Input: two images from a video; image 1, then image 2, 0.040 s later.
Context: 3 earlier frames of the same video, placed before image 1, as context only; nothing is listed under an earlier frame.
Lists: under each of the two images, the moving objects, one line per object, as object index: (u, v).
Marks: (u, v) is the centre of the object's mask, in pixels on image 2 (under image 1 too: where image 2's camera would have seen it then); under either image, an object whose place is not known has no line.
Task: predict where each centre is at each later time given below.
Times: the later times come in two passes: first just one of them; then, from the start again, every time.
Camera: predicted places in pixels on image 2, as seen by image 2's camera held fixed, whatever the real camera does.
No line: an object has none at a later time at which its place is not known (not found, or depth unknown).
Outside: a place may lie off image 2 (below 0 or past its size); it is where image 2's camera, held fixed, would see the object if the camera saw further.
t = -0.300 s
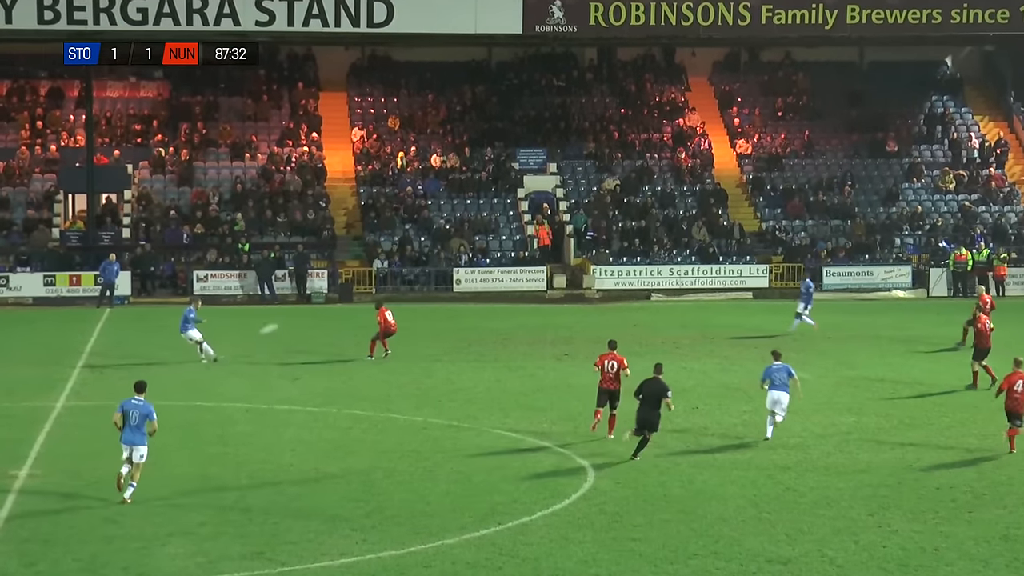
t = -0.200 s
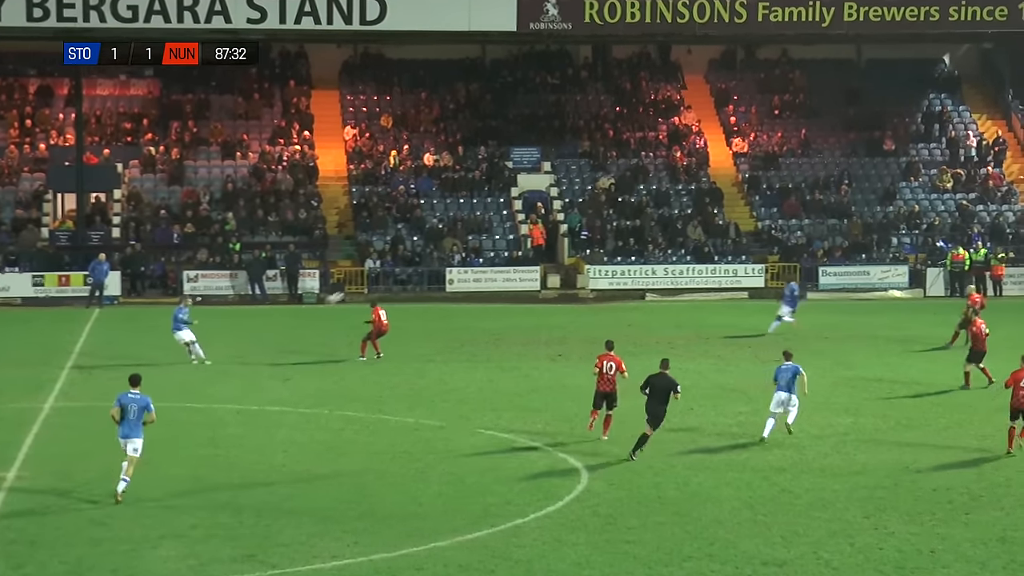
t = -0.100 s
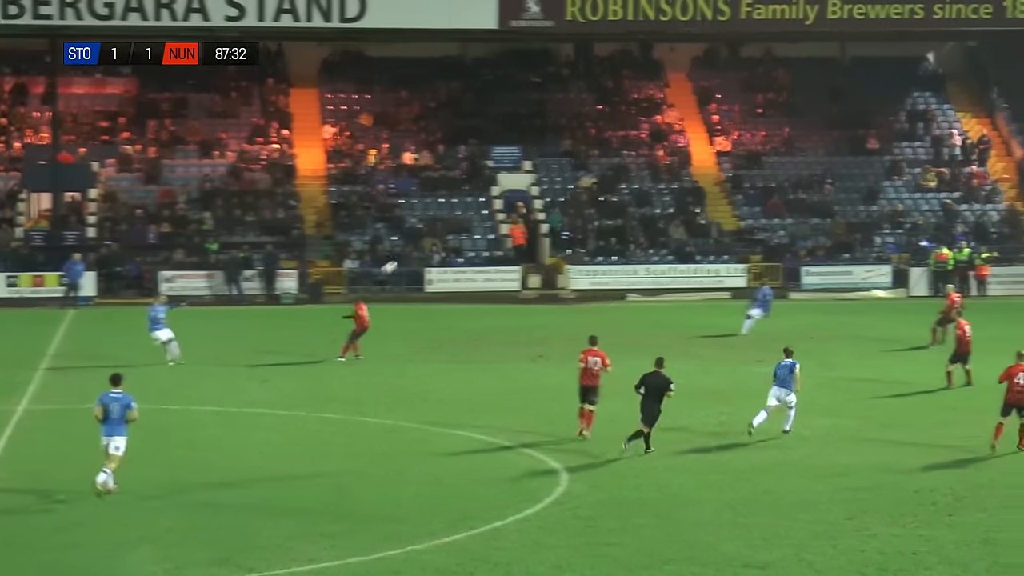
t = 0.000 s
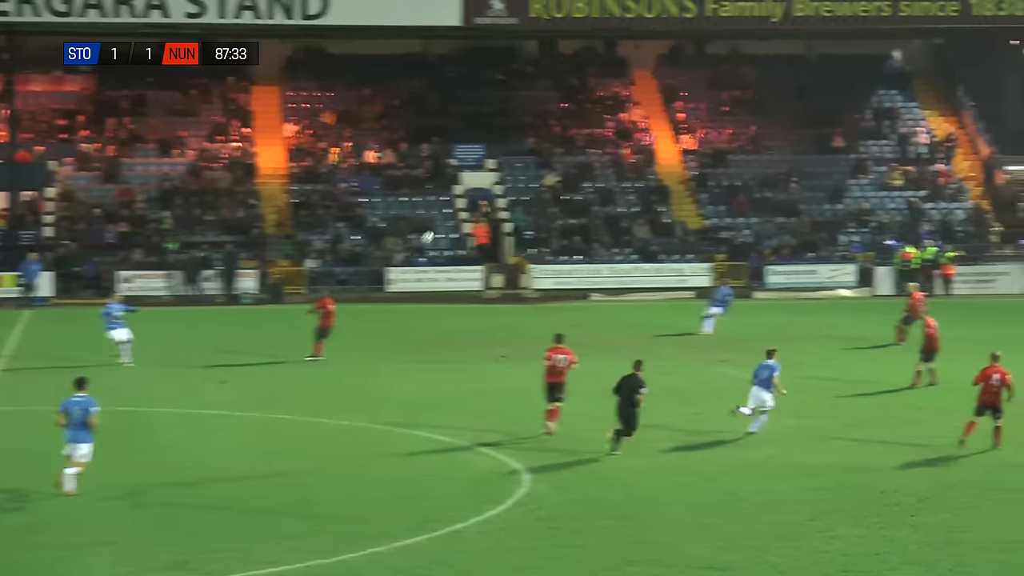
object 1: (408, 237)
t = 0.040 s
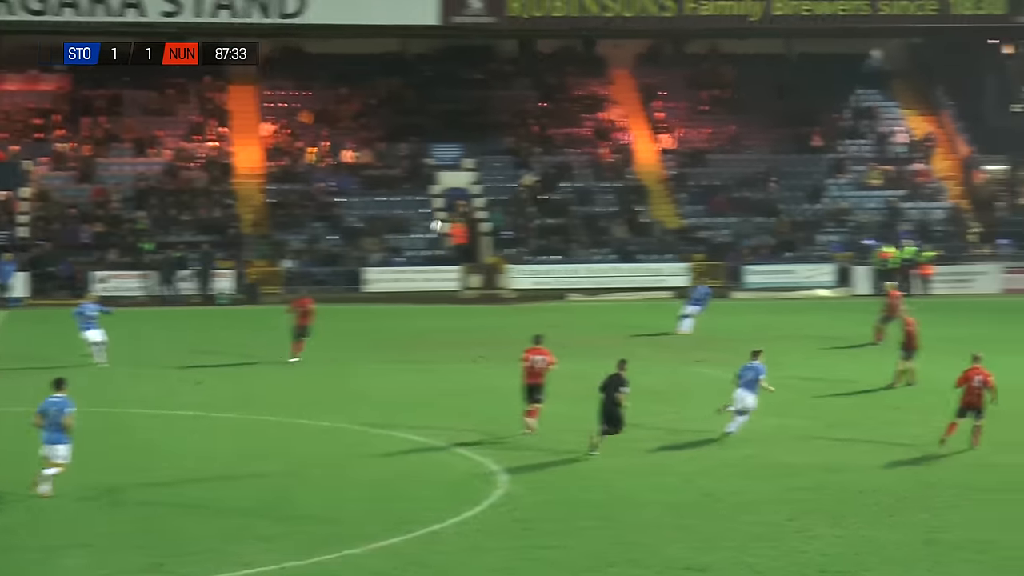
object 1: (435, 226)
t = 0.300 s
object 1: (630, 160)
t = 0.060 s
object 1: (450, 219)
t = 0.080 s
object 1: (465, 214)
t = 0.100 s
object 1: (480, 210)
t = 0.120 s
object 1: (494, 204)
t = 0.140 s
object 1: (509, 199)
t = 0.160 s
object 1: (524, 193)
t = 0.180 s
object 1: (539, 189)
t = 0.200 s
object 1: (554, 184)
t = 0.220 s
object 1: (569, 178)
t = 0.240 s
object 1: (584, 174)
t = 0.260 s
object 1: (599, 169)
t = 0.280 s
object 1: (615, 165)
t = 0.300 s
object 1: (630, 160)
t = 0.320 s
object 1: (647, 157)
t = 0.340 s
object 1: (662, 153)
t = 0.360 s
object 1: (678, 149)
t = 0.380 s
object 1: (693, 144)
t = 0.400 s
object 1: (708, 141)
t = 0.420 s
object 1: (724, 137)
